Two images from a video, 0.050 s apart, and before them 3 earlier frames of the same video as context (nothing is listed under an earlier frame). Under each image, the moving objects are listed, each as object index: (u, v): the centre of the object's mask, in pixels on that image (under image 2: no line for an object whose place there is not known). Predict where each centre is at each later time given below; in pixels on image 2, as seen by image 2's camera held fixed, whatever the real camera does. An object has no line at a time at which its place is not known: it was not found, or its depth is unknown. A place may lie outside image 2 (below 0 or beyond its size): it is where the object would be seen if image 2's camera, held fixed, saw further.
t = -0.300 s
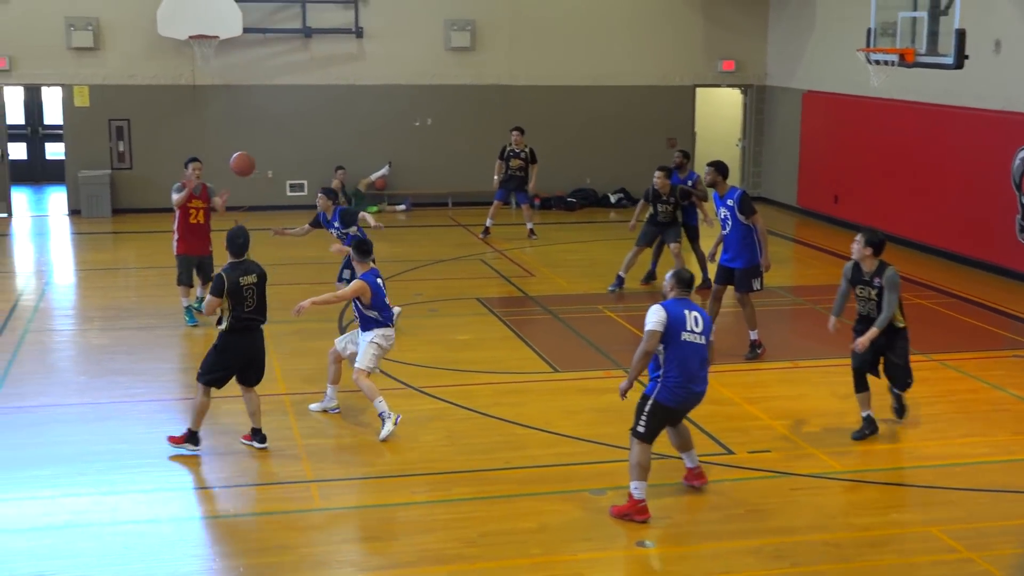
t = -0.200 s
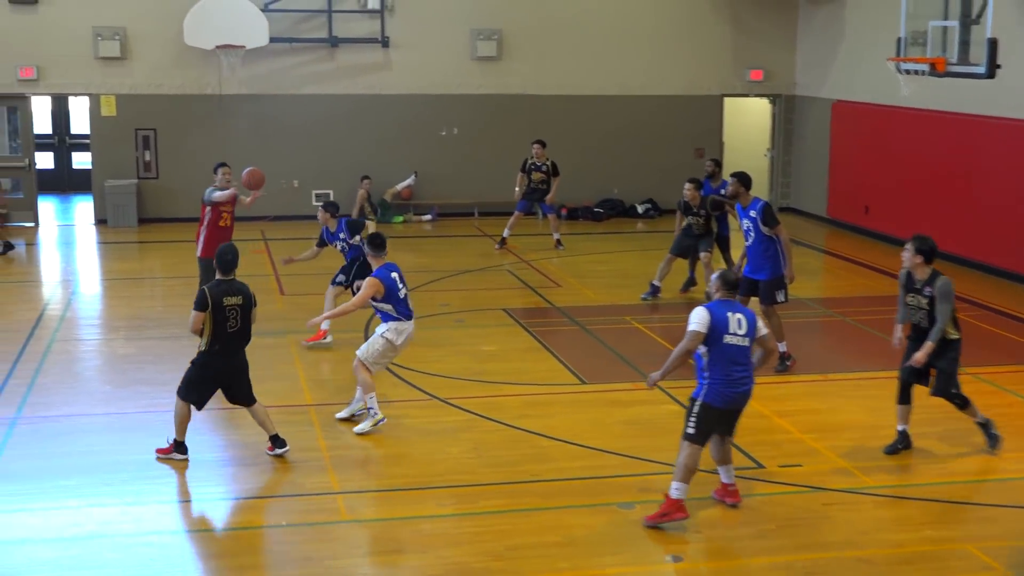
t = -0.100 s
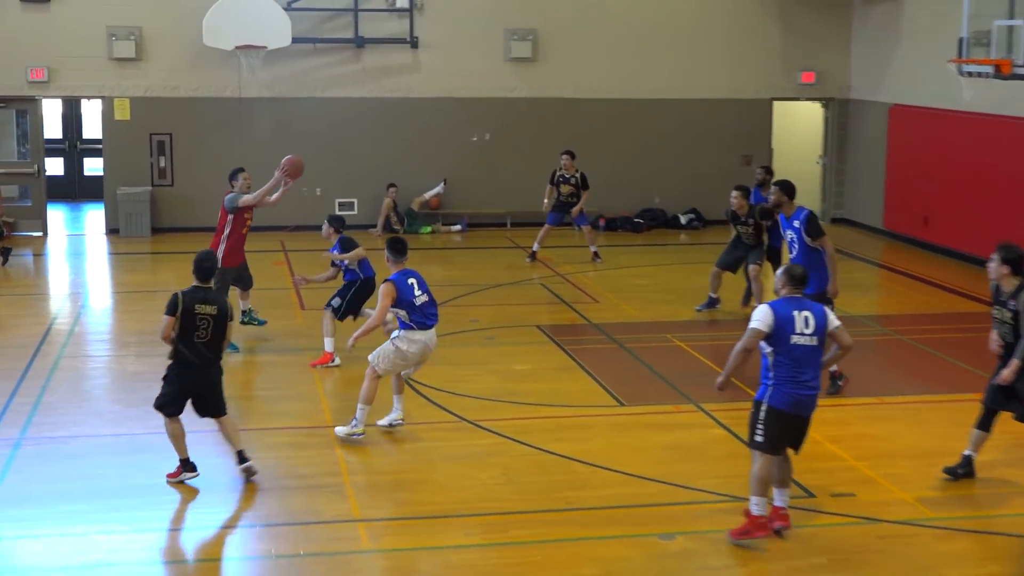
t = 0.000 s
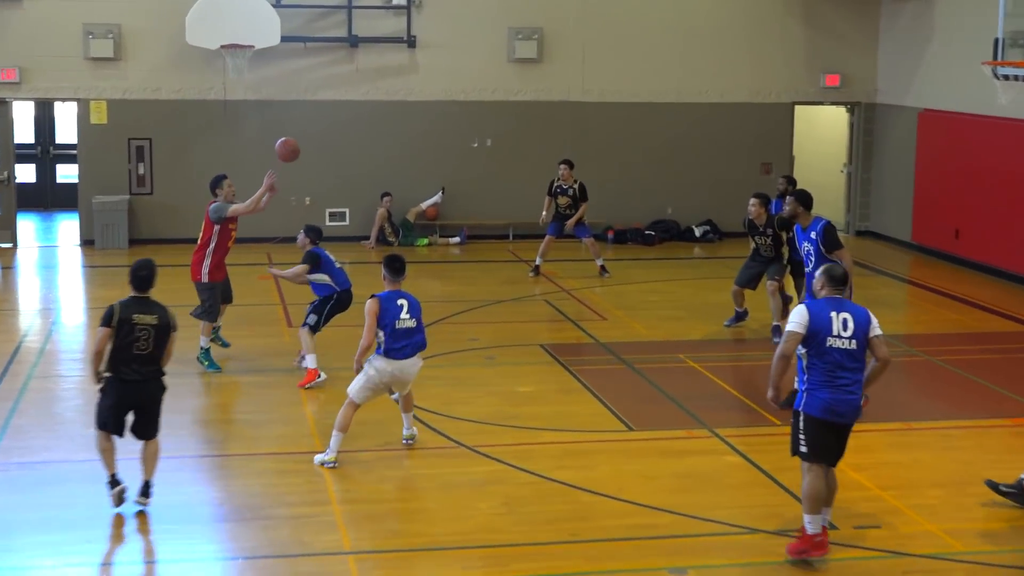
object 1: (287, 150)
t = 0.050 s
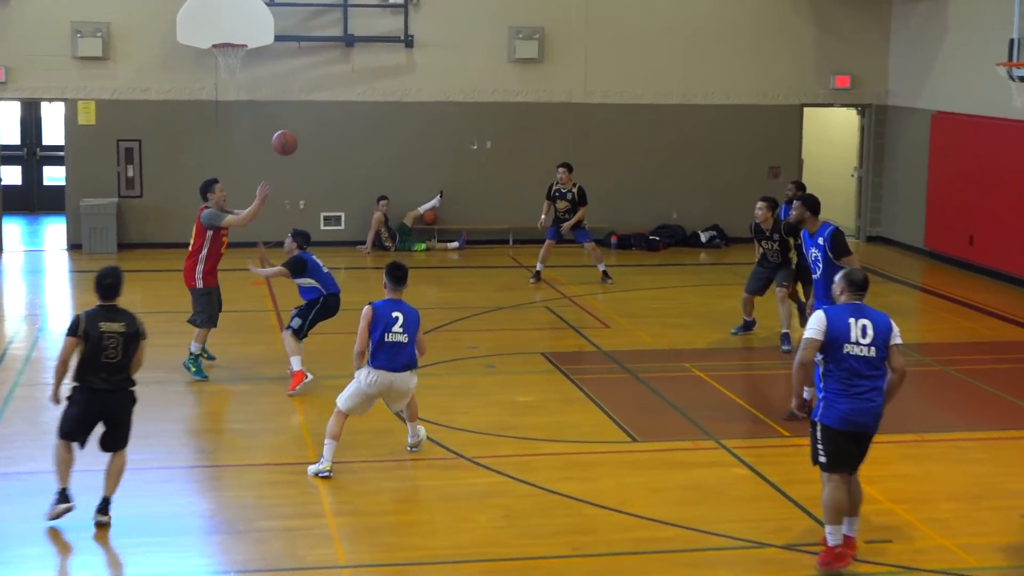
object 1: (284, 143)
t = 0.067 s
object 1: (285, 140)
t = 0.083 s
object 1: (286, 138)
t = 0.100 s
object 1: (287, 137)
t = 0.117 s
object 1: (288, 134)
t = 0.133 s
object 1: (288, 133)
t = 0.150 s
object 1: (289, 132)
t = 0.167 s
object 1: (290, 131)
